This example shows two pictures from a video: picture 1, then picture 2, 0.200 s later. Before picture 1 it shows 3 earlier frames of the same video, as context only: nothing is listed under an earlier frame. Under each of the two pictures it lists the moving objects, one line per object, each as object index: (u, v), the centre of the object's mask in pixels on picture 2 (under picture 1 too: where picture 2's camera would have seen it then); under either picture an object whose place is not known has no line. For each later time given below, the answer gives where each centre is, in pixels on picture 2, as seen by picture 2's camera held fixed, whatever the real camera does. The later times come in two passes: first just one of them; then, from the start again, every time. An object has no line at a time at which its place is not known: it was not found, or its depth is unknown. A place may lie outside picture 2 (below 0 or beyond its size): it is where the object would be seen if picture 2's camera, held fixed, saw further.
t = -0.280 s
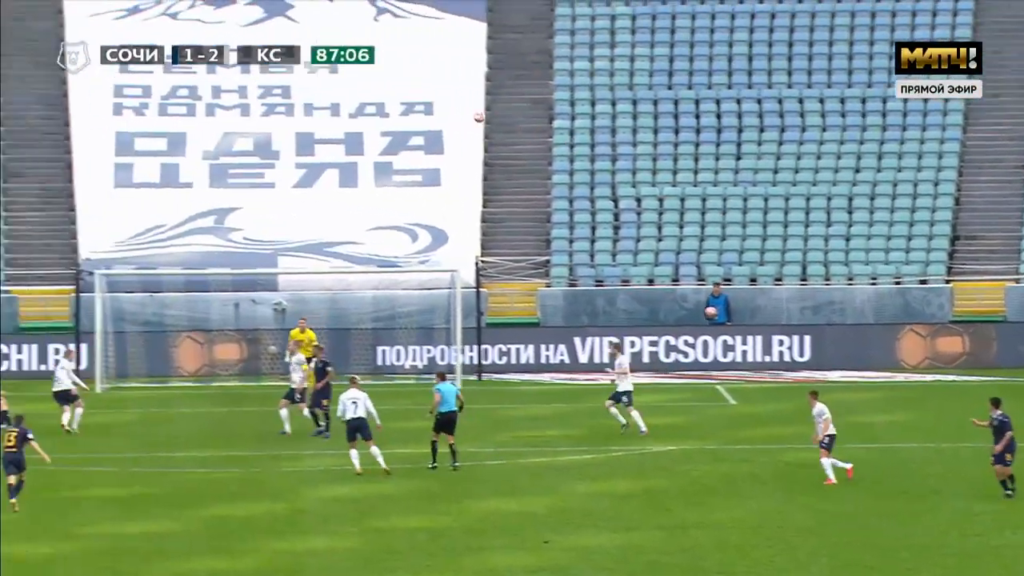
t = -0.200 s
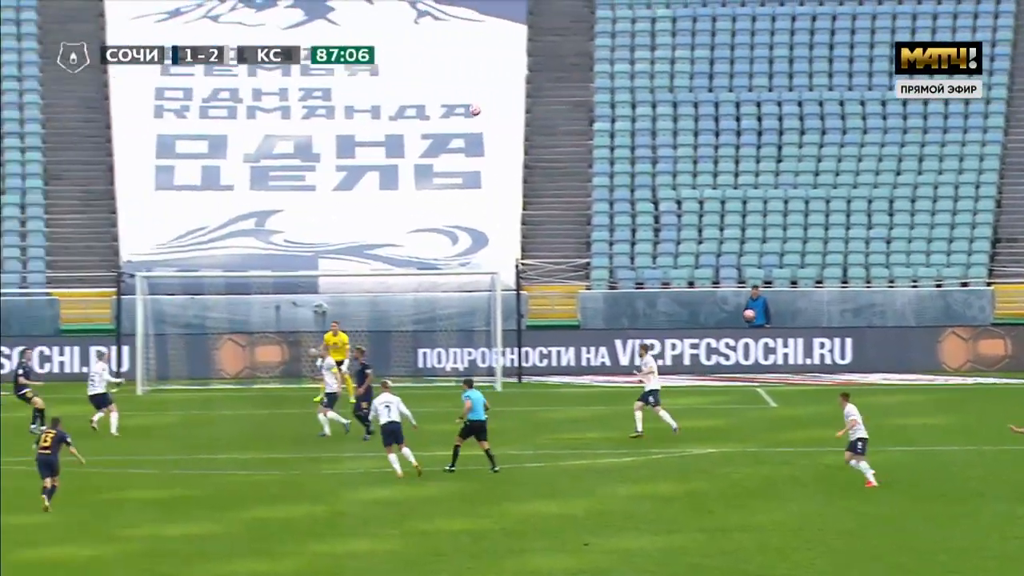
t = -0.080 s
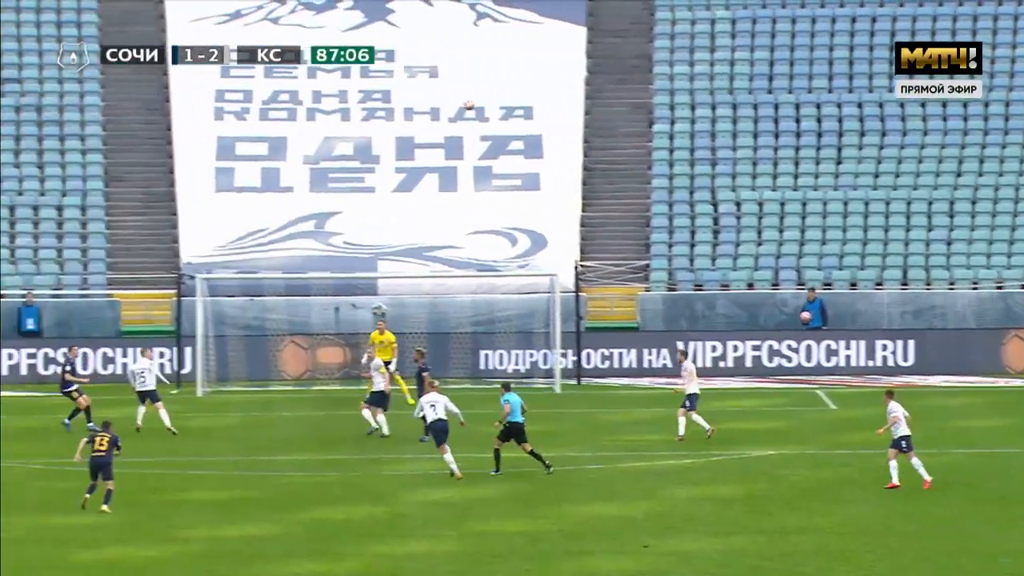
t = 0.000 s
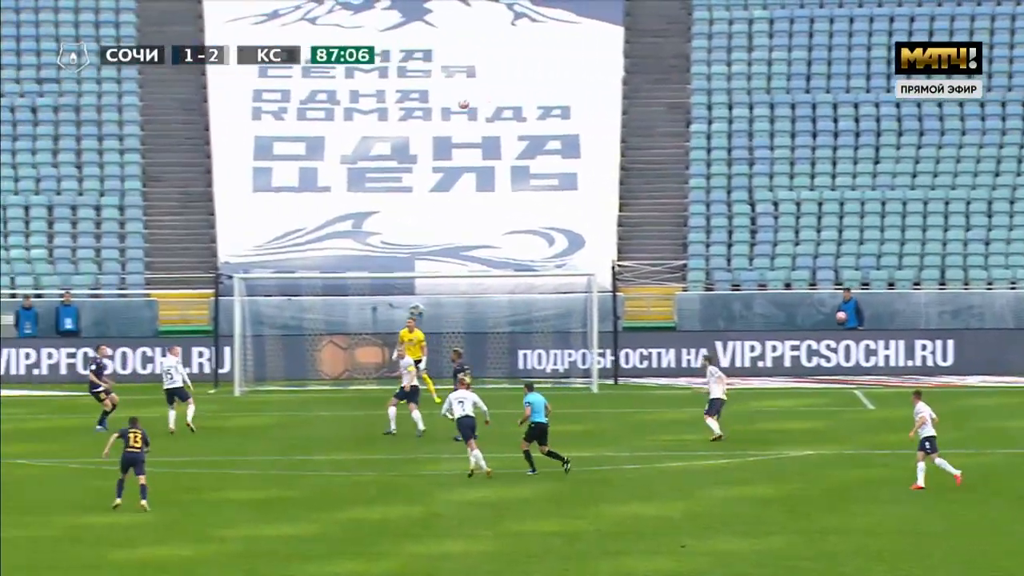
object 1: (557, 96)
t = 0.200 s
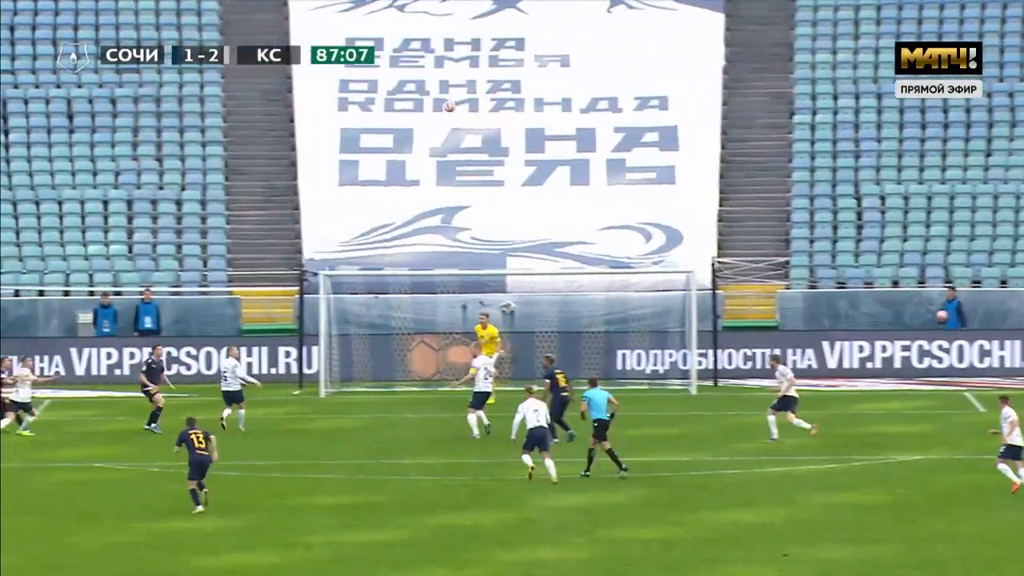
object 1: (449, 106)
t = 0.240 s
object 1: (428, 112)
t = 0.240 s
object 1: (428, 112)
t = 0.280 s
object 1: (407, 116)
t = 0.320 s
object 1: (385, 123)
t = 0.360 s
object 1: (364, 129)
